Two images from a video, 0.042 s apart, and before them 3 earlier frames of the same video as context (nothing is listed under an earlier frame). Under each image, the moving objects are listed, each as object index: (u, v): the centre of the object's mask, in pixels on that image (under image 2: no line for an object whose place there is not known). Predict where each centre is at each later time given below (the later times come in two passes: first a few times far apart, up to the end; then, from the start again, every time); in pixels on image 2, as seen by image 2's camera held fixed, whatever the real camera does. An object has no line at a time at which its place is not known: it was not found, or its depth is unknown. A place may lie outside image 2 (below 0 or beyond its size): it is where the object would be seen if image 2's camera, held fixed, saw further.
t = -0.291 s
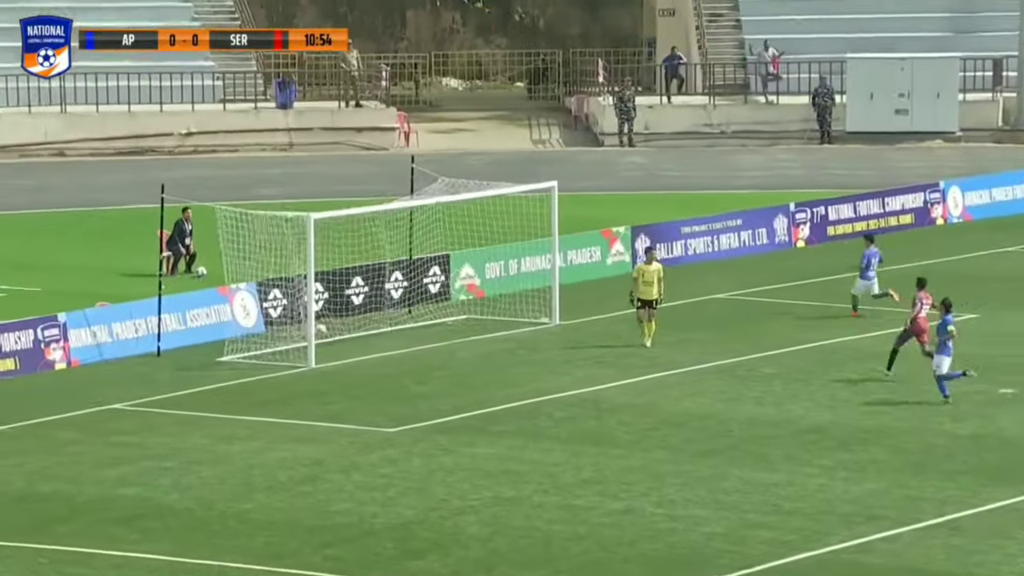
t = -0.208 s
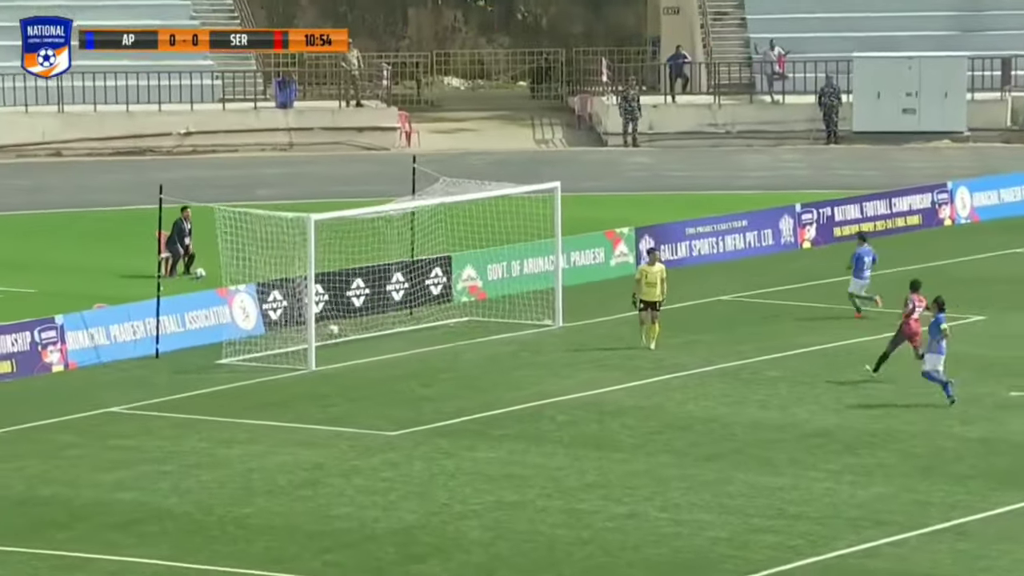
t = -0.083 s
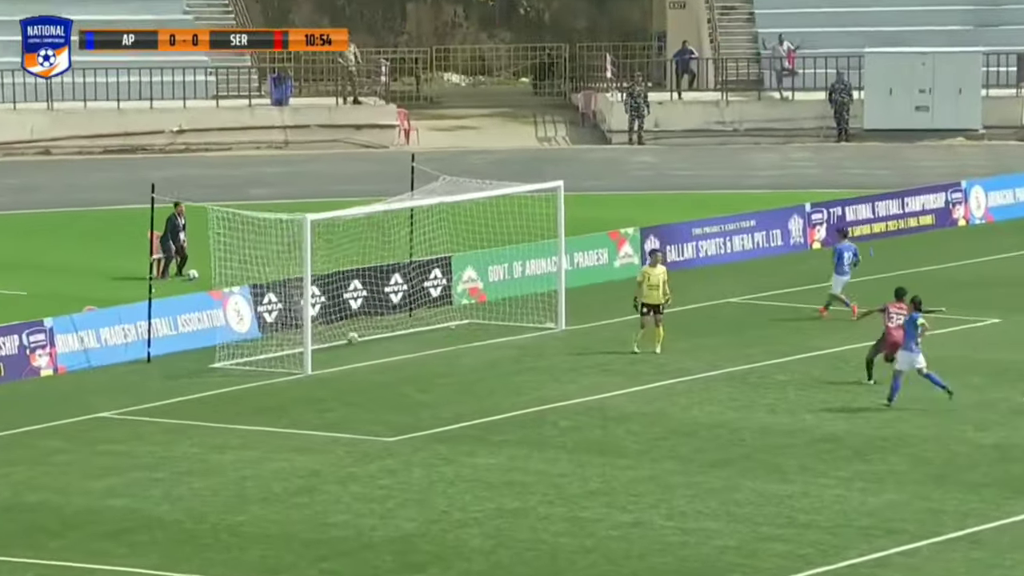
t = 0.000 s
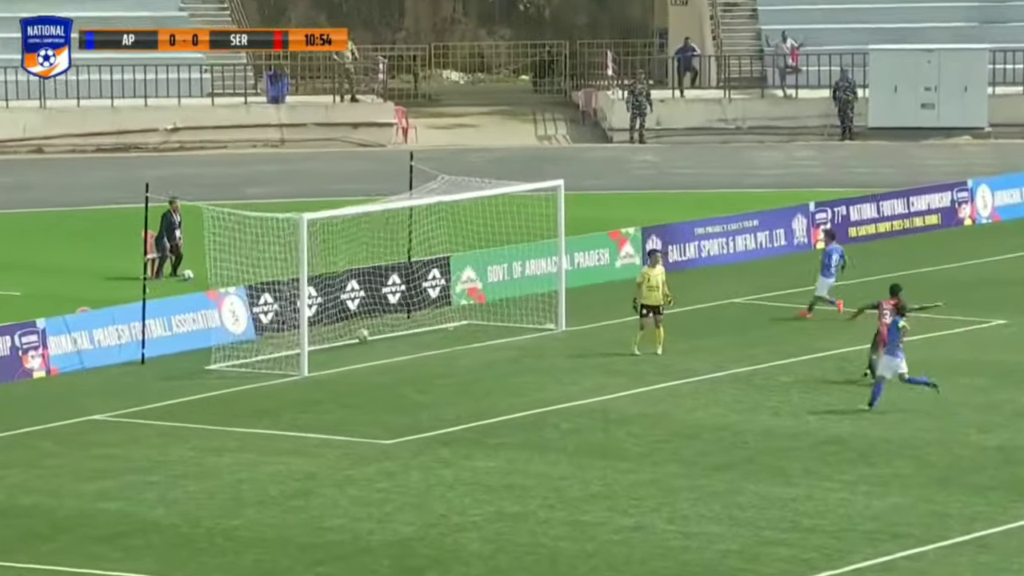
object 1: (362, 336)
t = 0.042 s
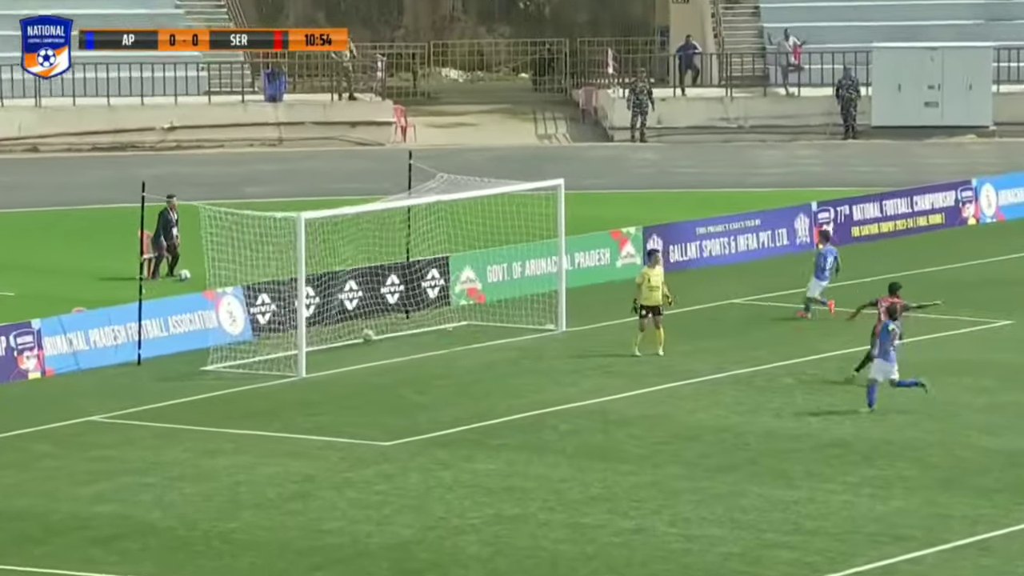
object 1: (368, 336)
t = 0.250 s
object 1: (398, 334)
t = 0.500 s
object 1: (435, 332)
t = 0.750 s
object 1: (467, 329)
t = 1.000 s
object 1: (502, 327)
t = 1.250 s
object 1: (529, 323)
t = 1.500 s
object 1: (552, 307)
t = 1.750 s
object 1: (542, 322)
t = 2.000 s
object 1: (537, 314)
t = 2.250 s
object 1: (532, 317)
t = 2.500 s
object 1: (525, 320)
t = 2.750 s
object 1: (516, 323)
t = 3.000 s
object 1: (508, 324)
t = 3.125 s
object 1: (505, 324)
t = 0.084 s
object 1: (374, 335)
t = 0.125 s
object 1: (384, 337)
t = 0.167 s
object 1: (387, 338)
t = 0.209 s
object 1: (391, 336)
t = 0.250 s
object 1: (398, 334)
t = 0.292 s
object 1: (407, 333)
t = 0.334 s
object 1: (411, 335)
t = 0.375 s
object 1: (417, 334)
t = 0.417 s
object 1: (424, 334)
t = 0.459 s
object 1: (429, 334)
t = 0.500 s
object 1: (435, 332)
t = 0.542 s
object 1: (441, 331)
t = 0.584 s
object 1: (444, 332)
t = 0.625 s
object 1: (451, 331)
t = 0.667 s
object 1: (456, 329)
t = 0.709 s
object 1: (460, 329)
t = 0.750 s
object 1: (467, 329)
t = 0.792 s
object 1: (471, 329)
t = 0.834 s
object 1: (480, 328)
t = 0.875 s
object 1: (483, 328)
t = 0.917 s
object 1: (491, 327)
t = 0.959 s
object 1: (493, 327)
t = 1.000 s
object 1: (502, 327)
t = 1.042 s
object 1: (505, 325)
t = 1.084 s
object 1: (509, 325)
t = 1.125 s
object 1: (515, 325)
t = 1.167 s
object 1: (520, 324)
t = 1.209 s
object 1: (524, 323)
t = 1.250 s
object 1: (529, 323)
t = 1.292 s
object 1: (535, 319)
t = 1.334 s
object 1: (541, 313)
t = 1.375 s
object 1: (542, 313)
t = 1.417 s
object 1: (548, 308)
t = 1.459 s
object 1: (549, 309)
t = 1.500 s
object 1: (552, 307)
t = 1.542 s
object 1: (553, 308)
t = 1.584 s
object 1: (553, 309)
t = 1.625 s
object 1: (551, 311)
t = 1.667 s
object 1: (549, 313)
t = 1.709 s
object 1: (546, 317)
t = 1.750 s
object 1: (542, 322)
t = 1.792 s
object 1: (541, 318)
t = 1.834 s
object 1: (541, 315)
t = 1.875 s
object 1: (540, 313)
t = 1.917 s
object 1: (539, 313)
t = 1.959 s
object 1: (538, 314)
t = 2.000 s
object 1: (537, 314)
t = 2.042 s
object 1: (536, 318)
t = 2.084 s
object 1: (535, 319)
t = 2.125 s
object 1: (534, 317)
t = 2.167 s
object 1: (534, 317)
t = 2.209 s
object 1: (532, 317)
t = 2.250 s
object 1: (532, 317)
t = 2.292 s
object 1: (531, 319)
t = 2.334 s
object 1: (530, 320)
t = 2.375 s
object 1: (529, 319)
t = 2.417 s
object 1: (528, 319)
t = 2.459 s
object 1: (527, 320)
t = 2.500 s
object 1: (525, 320)
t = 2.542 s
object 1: (523, 321)
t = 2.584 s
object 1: (523, 322)
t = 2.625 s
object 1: (520, 323)
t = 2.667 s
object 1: (518, 323)
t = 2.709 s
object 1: (517, 323)
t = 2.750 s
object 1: (516, 323)
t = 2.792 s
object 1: (514, 323)
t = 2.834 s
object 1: (512, 323)
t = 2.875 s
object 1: (511, 323)
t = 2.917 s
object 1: (510, 324)
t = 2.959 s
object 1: (509, 323)
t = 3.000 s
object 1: (508, 324)
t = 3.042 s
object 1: (507, 324)
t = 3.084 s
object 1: (506, 324)
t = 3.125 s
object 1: (505, 324)
